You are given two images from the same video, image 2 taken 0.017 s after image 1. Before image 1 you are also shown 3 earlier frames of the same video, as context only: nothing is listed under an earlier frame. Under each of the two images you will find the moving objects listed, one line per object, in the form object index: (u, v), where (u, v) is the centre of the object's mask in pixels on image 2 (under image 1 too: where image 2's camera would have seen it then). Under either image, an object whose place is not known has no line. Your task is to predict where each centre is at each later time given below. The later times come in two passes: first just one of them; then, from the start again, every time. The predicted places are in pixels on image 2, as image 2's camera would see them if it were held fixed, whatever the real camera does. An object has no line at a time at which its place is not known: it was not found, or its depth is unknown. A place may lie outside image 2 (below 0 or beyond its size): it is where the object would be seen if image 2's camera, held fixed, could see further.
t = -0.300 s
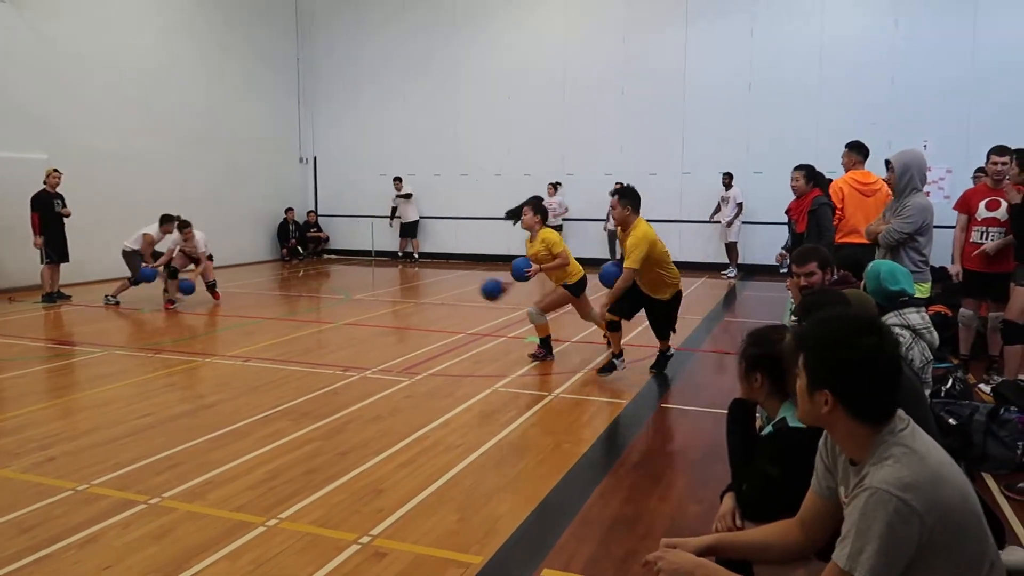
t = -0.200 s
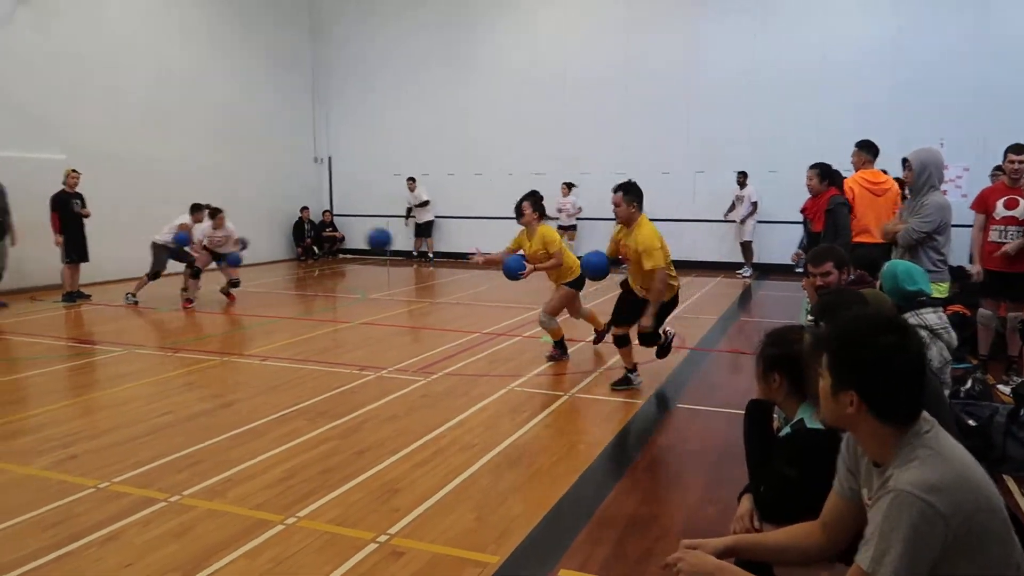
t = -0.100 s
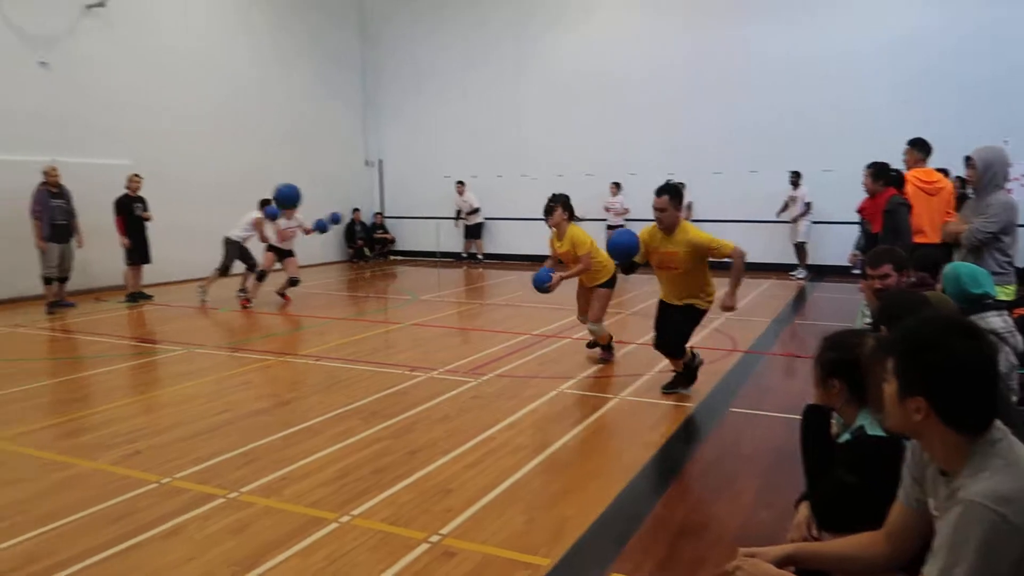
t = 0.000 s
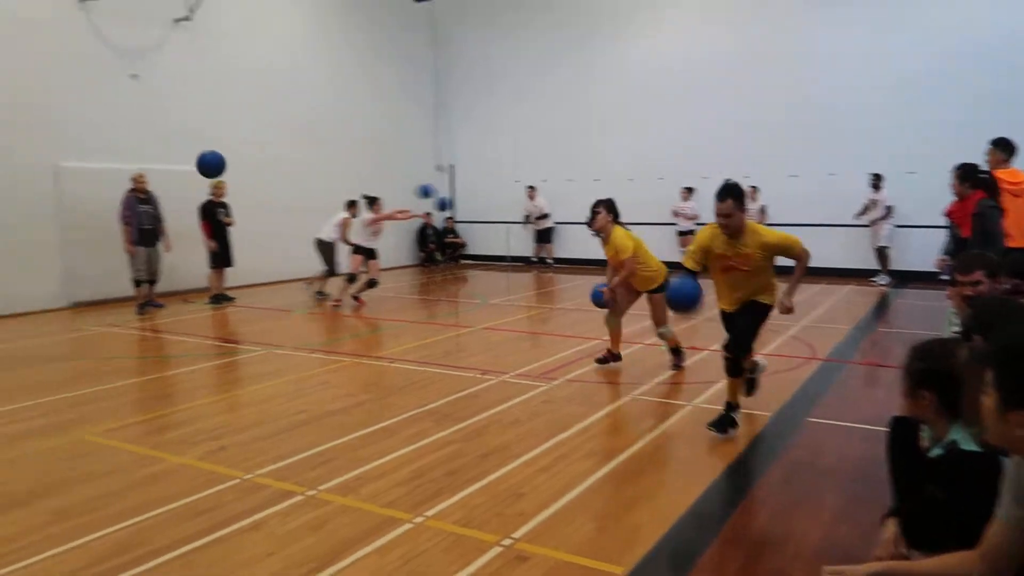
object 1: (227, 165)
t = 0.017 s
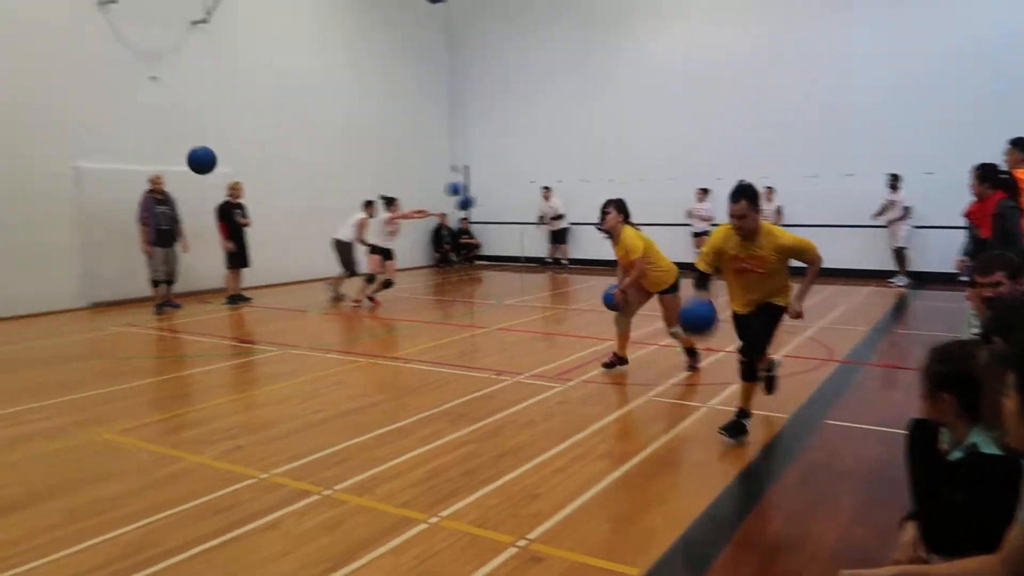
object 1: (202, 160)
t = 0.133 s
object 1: (12, 130)
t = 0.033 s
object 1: (176, 155)
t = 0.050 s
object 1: (150, 150)
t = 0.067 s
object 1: (123, 145)
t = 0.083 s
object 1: (96, 141)
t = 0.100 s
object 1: (68, 137)
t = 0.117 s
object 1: (40, 133)
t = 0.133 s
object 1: (12, 130)
